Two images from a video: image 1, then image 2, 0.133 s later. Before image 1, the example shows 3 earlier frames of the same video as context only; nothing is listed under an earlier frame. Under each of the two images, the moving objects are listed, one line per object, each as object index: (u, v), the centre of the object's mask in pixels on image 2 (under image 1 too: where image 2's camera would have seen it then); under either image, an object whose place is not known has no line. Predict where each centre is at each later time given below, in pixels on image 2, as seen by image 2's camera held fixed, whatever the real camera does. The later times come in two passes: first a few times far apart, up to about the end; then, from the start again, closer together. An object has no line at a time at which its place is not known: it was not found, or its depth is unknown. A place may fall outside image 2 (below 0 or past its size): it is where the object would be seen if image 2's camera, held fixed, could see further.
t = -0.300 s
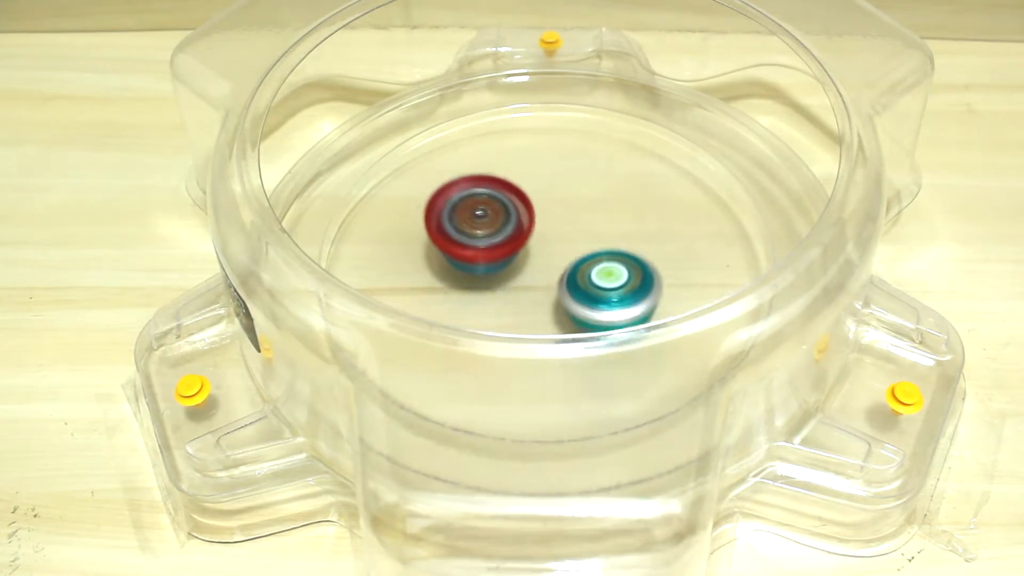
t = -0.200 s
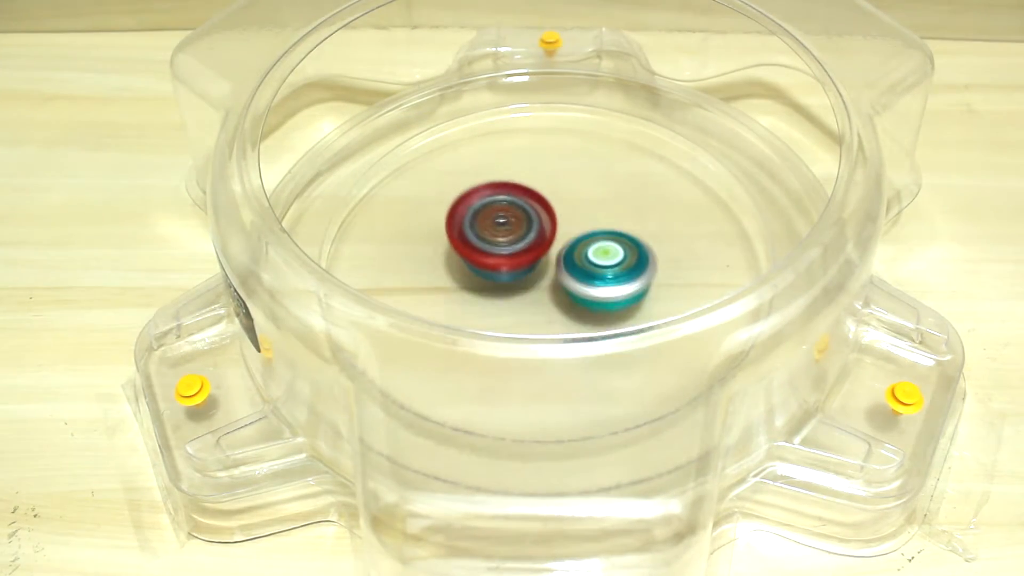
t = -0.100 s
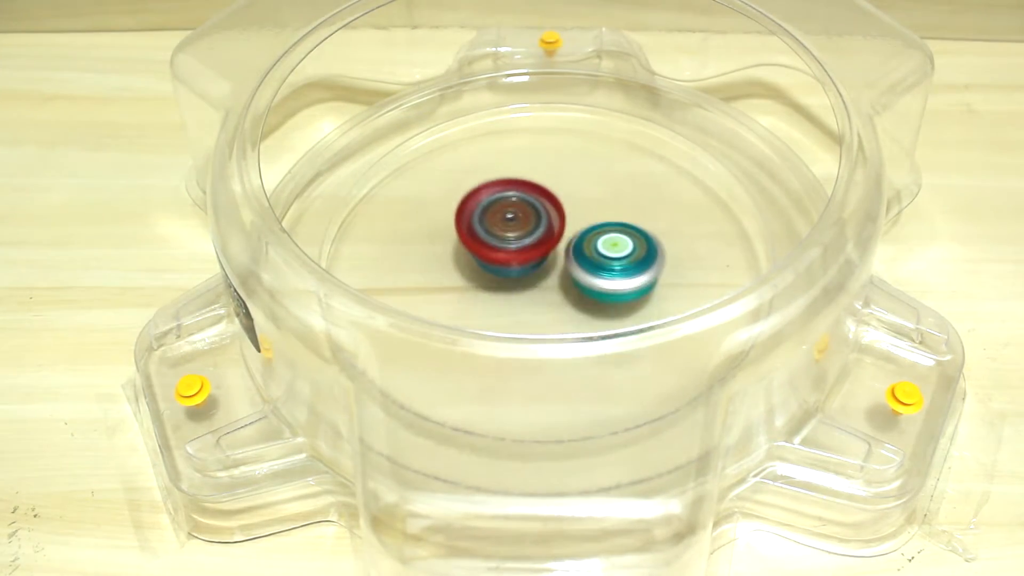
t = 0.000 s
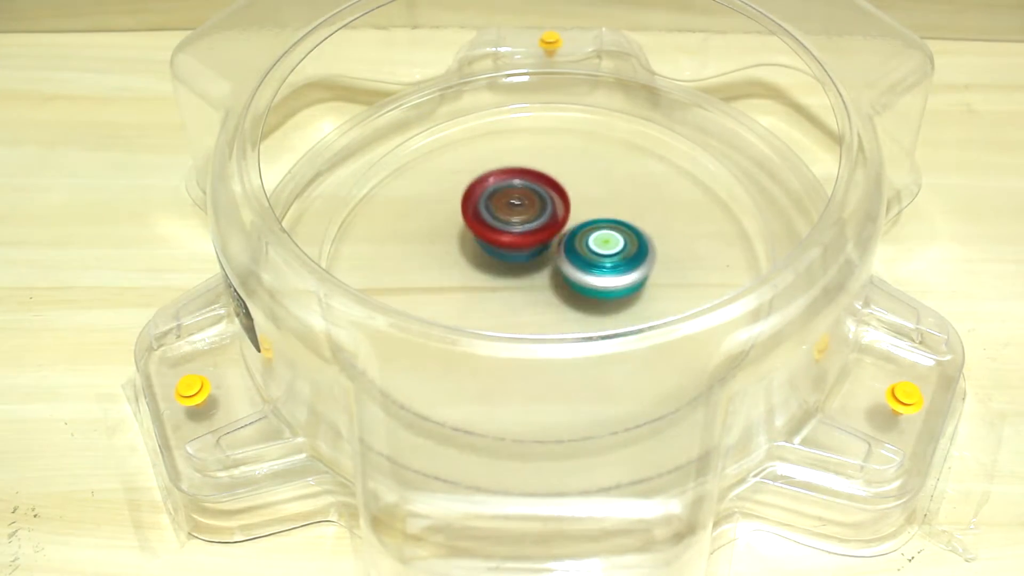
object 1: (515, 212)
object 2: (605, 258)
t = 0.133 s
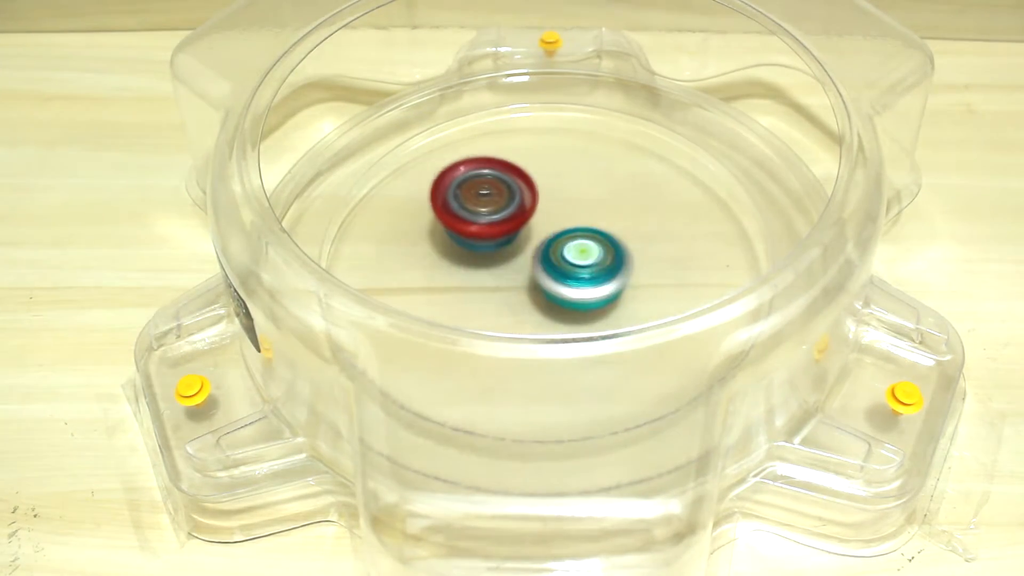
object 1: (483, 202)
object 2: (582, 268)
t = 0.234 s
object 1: (459, 205)
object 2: (536, 271)
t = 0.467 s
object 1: (416, 194)
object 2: (562, 311)
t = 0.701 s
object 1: (441, 231)
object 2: (596, 281)
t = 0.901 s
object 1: (471, 230)
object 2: (607, 256)
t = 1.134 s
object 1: (465, 220)
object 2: (582, 247)
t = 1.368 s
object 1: (417, 214)
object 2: (578, 266)
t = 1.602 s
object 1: (437, 236)
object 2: (550, 260)
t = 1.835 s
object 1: (469, 246)
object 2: (571, 245)
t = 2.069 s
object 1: (474, 246)
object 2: (595, 245)
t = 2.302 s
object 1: (447, 244)
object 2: (599, 250)
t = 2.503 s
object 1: (462, 239)
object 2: (570, 249)
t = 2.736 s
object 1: (442, 237)
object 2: (573, 249)
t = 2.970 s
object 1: (443, 228)
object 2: (547, 254)
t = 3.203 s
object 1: (427, 210)
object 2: (569, 271)
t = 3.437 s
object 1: (450, 212)
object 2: (554, 262)
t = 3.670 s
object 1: (446, 188)
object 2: (570, 277)
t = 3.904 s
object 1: (468, 190)
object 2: (540, 276)
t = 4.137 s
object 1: (485, 155)
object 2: (543, 293)
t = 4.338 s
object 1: (496, 158)
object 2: (538, 282)
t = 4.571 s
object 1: (533, 173)
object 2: (534, 274)
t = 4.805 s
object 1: (573, 172)
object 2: (517, 278)
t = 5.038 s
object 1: (592, 203)
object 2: (509, 265)
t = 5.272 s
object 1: (619, 234)
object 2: (491, 261)
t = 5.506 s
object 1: (620, 266)
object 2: (493, 250)
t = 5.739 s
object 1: (627, 285)
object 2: (493, 238)
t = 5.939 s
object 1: (595, 291)
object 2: (502, 252)
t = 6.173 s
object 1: (532, 305)
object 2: (503, 231)
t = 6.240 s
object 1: (517, 306)
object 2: (506, 225)
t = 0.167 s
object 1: (475, 203)
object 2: (567, 268)
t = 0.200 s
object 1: (467, 204)
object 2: (551, 269)
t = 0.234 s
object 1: (459, 205)
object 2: (536, 271)
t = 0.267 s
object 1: (454, 208)
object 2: (523, 273)
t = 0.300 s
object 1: (441, 198)
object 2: (528, 289)
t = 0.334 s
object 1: (428, 190)
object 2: (534, 300)
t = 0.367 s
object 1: (420, 185)
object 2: (540, 305)
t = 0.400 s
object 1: (416, 185)
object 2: (546, 308)
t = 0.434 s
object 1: (415, 188)
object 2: (553, 310)
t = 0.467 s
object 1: (416, 194)
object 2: (562, 311)
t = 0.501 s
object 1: (418, 202)
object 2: (575, 310)
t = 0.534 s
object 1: (419, 209)
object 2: (586, 308)
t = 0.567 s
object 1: (420, 215)
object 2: (593, 304)
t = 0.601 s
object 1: (423, 219)
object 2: (598, 299)
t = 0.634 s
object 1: (428, 223)
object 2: (599, 294)
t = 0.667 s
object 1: (434, 227)
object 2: (598, 288)
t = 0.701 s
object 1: (441, 231)
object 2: (596, 281)
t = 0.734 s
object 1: (449, 233)
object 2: (593, 274)
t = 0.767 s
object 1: (459, 235)
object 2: (590, 267)
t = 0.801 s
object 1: (469, 236)
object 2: (587, 262)
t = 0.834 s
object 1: (481, 237)
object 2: (583, 258)
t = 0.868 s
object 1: (480, 234)
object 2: (592, 255)
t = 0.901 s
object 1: (471, 230)
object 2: (607, 256)
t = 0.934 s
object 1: (467, 226)
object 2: (618, 256)
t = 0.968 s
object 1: (466, 224)
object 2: (622, 256)
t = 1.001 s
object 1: (466, 222)
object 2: (622, 255)
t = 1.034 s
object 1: (467, 222)
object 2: (618, 254)
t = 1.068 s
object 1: (467, 221)
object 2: (610, 252)
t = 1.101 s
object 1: (466, 221)
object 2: (597, 250)
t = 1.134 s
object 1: (465, 220)
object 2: (582, 247)
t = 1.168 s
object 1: (463, 219)
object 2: (568, 245)
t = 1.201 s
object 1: (460, 218)
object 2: (556, 245)
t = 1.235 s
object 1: (444, 213)
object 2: (563, 250)
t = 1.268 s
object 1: (432, 211)
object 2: (570, 256)
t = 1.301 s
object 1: (425, 210)
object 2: (575, 260)
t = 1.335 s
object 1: (420, 212)
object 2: (578, 264)
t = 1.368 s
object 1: (417, 214)
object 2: (578, 266)
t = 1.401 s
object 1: (415, 216)
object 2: (577, 267)
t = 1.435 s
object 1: (415, 219)
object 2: (574, 268)
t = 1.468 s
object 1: (417, 222)
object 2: (569, 268)
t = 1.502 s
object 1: (420, 225)
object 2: (564, 267)
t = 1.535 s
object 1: (425, 229)
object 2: (560, 266)
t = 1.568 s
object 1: (431, 233)
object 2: (555, 263)
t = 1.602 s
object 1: (437, 236)
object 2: (550, 260)
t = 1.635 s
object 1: (445, 239)
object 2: (546, 258)
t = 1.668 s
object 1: (447, 239)
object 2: (549, 255)
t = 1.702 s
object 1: (450, 240)
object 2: (555, 252)
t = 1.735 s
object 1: (454, 242)
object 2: (561, 249)
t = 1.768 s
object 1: (458, 244)
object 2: (565, 247)
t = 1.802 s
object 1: (464, 245)
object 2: (568, 245)
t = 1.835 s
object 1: (469, 246)
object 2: (571, 245)
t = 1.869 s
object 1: (474, 245)
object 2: (574, 245)
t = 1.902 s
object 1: (471, 245)
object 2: (582, 243)
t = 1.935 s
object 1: (470, 245)
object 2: (589, 242)
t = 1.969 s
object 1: (470, 245)
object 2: (594, 242)
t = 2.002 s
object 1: (471, 246)
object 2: (597, 243)
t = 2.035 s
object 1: (472, 246)
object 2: (597, 244)
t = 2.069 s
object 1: (474, 246)
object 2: (595, 245)
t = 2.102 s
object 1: (476, 245)
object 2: (591, 246)
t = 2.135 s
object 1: (478, 245)
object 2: (586, 247)
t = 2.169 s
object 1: (481, 245)
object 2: (581, 248)
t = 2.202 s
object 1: (471, 245)
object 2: (584, 248)
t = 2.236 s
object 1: (458, 244)
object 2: (592, 249)
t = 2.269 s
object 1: (450, 244)
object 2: (597, 249)
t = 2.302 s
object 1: (447, 244)
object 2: (599, 250)
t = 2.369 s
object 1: (447, 243)
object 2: (595, 251)
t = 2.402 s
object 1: (449, 242)
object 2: (590, 251)
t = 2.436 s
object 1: (452, 241)
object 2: (584, 251)
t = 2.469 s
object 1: (457, 240)
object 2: (577, 250)
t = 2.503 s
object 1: (462, 239)
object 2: (570, 249)
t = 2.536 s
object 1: (467, 239)
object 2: (566, 248)
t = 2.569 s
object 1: (463, 238)
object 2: (568, 247)
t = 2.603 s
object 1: (457, 237)
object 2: (571, 247)
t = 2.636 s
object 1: (451, 237)
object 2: (574, 248)
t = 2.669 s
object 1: (447, 238)
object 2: (575, 249)
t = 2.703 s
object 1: (444, 237)
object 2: (574, 249)
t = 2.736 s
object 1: (442, 237)
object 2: (573, 249)
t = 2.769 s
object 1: (441, 236)
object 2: (571, 250)
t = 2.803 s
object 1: (440, 235)
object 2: (568, 250)
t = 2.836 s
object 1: (439, 234)
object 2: (564, 250)
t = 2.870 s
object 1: (439, 233)
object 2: (560, 251)
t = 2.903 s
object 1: (440, 232)
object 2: (556, 252)
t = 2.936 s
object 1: (441, 230)
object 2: (551, 253)
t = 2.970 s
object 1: (443, 228)
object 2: (547, 254)
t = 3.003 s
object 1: (445, 226)
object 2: (543, 255)
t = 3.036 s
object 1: (446, 222)
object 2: (543, 257)
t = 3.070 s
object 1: (440, 218)
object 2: (552, 261)
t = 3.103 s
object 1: (433, 214)
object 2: (560, 264)
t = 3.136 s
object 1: (429, 212)
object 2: (565, 267)
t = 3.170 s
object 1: (427, 211)
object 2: (568, 270)
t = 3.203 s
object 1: (427, 210)
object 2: (569, 271)
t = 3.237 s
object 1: (428, 209)
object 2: (569, 271)
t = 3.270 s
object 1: (430, 209)
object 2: (568, 271)
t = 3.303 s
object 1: (432, 209)
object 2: (566, 269)
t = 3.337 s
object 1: (436, 209)
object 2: (564, 268)
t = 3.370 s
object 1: (439, 210)
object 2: (561, 266)
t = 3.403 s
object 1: (444, 211)
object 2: (557, 264)
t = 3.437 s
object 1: (450, 212)
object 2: (554, 262)
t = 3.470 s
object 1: (457, 213)
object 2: (550, 260)
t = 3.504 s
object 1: (462, 212)
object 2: (548, 259)
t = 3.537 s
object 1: (459, 206)
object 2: (555, 263)
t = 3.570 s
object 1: (454, 199)
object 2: (562, 268)
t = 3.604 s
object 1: (449, 194)
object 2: (566, 271)
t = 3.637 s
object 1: (447, 191)
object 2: (570, 274)
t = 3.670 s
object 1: (446, 188)
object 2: (570, 277)
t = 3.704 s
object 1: (447, 186)
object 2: (570, 279)
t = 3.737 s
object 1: (448, 185)
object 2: (567, 281)
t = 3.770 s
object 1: (451, 185)
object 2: (563, 282)
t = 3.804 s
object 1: (454, 185)
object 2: (557, 282)
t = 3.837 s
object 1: (459, 186)
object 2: (551, 280)
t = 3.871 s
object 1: (463, 188)
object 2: (545, 278)
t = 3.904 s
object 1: (468, 190)
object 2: (540, 276)
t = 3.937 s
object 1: (473, 192)
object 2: (536, 272)
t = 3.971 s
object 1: (479, 193)
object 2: (534, 269)
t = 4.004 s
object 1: (484, 188)
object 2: (536, 272)
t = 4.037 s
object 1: (485, 178)
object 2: (540, 281)
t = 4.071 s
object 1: (484, 168)
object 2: (542, 287)
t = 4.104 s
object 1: (484, 160)
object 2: (543, 291)
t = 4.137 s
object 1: (485, 155)
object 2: (543, 293)
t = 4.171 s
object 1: (486, 153)
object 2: (542, 294)
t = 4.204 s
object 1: (487, 151)
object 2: (541, 294)
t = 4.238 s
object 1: (489, 152)
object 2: (540, 292)
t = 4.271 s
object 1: (491, 153)
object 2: (539, 290)
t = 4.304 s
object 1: (493, 156)
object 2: (538, 286)
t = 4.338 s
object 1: (496, 158)
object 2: (538, 282)
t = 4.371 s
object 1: (499, 162)
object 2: (538, 278)
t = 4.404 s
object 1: (502, 165)
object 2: (537, 275)
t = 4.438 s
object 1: (507, 169)
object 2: (537, 271)
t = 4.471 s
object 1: (512, 173)
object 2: (537, 269)
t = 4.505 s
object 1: (517, 177)
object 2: (537, 266)
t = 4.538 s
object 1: (525, 177)
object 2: (536, 268)
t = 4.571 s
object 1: (533, 173)
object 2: (534, 274)
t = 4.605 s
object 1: (541, 169)
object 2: (532, 278)
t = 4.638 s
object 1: (547, 167)
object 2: (529, 281)
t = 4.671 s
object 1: (554, 166)
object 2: (526, 283)
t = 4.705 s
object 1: (559, 167)
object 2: (523, 282)
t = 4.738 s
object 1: (564, 167)
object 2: (521, 282)
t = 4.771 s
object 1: (569, 169)
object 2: (519, 280)
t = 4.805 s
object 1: (573, 172)
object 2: (517, 278)
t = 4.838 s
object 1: (577, 175)
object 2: (515, 276)
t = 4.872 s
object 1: (580, 179)
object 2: (514, 274)
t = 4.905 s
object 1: (583, 183)
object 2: (513, 272)
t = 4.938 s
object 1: (586, 188)
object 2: (512, 269)
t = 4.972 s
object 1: (588, 193)
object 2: (511, 268)
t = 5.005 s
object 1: (590, 198)
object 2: (510, 266)
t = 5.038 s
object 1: (592, 203)
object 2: (509, 265)
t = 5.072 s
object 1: (595, 208)
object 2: (508, 264)
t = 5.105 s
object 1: (601, 212)
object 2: (504, 264)
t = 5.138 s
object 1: (607, 216)
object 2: (500, 264)
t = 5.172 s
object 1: (612, 221)
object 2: (497, 263)
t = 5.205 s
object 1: (616, 225)
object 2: (494, 263)
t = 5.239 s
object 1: (618, 229)
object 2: (492, 262)
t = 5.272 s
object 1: (619, 234)
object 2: (491, 261)
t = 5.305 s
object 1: (620, 239)
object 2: (491, 260)
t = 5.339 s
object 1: (619, 244)
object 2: (493, 259)
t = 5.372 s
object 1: (617, 248)
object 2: (495, 258)
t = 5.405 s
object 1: (615, 252)
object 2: (497, 257)
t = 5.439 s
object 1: (612, 256)
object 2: (500, 256)
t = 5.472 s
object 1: (610, 260)
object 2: (502, 255)
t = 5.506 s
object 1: (620, 266)
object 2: (493, 250)
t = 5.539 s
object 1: (627, 271)
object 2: (488, 244)
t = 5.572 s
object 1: (630, 275)
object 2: (487, 239)
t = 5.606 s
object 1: (631, 278)
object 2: (487, 236)
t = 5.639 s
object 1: (631, 281)
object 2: (488, 234)
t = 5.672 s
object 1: (630, 283)
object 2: (489, 234)
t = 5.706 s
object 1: (629, 284)
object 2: (492, 236)
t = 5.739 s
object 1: (627, 285)
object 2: (493, 238)
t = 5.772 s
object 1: (624, 286)
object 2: (494, 241)
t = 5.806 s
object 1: (620, 287)
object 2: (496, 244)
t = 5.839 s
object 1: (616, 288)
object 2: (498, 247)
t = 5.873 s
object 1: (610, 289)
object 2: (500, 249)
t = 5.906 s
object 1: (603, 290)
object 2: (501, 250)
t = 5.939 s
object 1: (595, 291)
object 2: (502, 252)
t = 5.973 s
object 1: (586, 293)
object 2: (501, 252)
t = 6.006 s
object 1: (576, 294)
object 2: (499, 251)
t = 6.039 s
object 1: (566, 296)
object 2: (499, 248)
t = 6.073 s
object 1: (557, 300)
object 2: (499, 244)
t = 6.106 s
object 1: (548, 302)
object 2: (500, 239)
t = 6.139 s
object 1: (540, 304)
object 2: (501, 235)
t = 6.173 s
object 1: (532, 305)
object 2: (503, 231)
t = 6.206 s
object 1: (524, 305)
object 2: (505, 228)
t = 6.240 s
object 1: (517, 306)
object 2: (506, 225)
